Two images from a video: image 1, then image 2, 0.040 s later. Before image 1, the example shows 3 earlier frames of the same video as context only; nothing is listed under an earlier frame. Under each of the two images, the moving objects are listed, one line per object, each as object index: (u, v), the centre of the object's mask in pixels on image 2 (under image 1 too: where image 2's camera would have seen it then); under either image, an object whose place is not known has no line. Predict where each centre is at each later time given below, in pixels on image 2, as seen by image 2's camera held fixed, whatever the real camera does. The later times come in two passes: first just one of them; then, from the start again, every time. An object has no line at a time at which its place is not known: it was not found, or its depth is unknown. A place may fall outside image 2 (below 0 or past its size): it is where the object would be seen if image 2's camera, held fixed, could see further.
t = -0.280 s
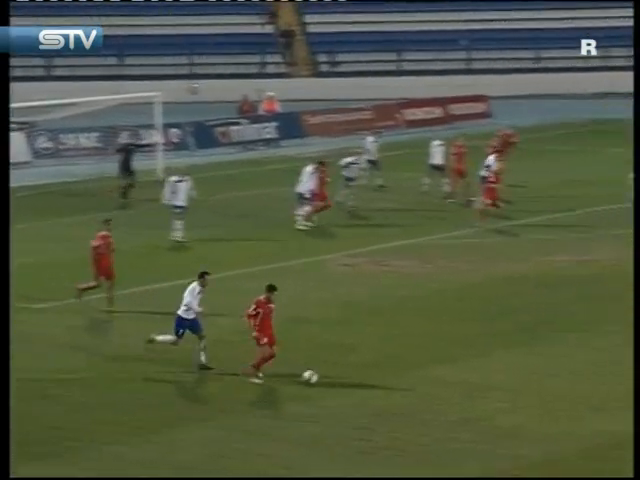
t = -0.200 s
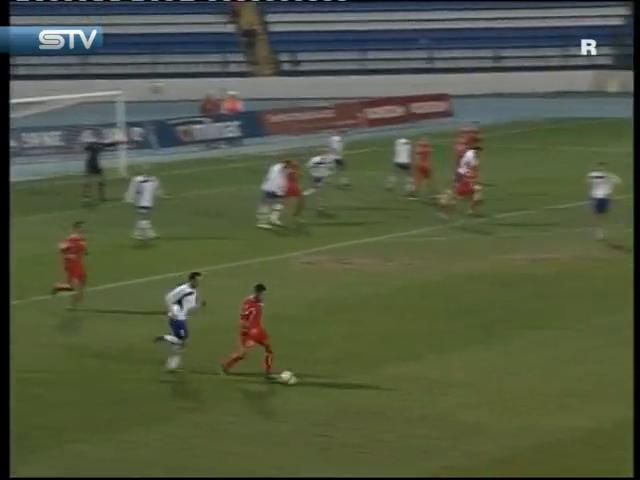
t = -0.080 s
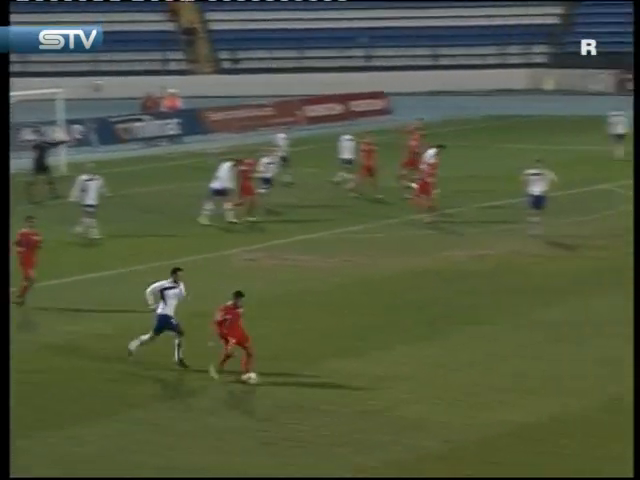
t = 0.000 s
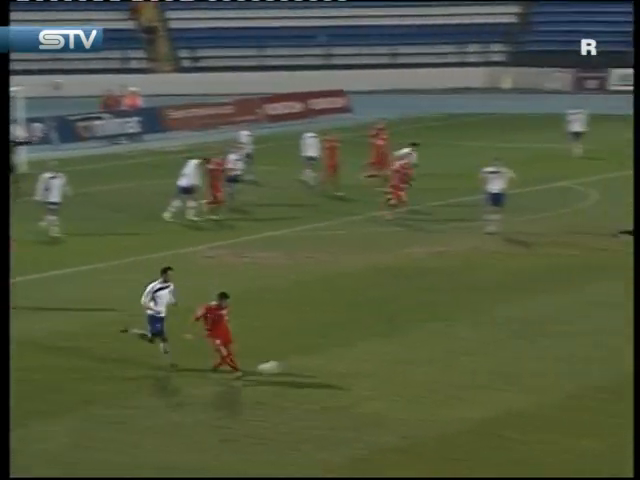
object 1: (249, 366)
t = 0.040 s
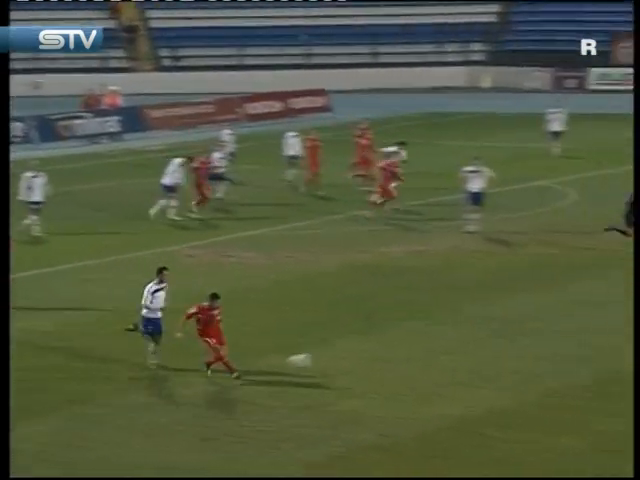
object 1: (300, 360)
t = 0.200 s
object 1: (508, 349)
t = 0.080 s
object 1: (351, 356)
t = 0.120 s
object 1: (403, 352)
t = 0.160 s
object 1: (455, 349)
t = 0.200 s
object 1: (508, 349)
